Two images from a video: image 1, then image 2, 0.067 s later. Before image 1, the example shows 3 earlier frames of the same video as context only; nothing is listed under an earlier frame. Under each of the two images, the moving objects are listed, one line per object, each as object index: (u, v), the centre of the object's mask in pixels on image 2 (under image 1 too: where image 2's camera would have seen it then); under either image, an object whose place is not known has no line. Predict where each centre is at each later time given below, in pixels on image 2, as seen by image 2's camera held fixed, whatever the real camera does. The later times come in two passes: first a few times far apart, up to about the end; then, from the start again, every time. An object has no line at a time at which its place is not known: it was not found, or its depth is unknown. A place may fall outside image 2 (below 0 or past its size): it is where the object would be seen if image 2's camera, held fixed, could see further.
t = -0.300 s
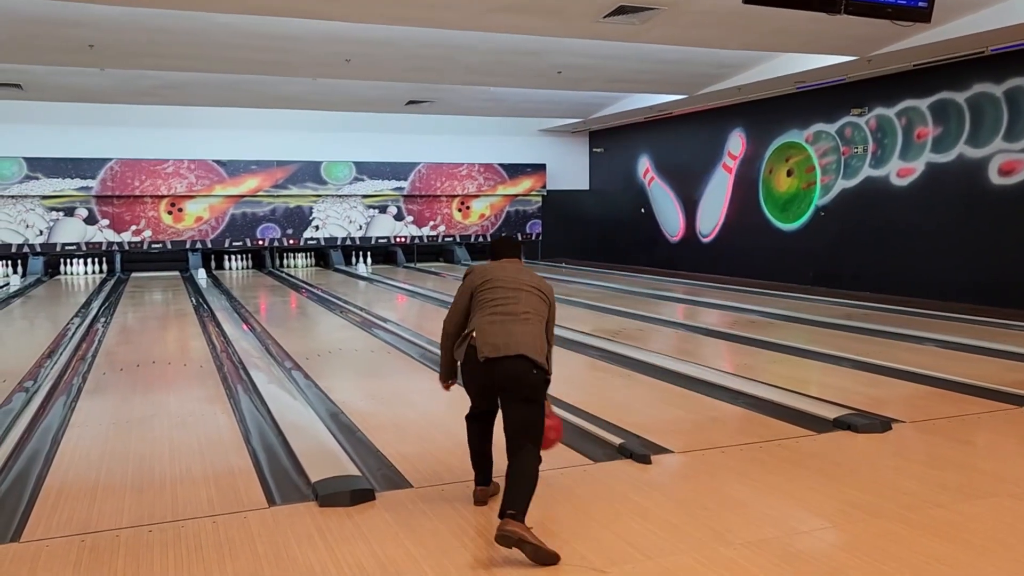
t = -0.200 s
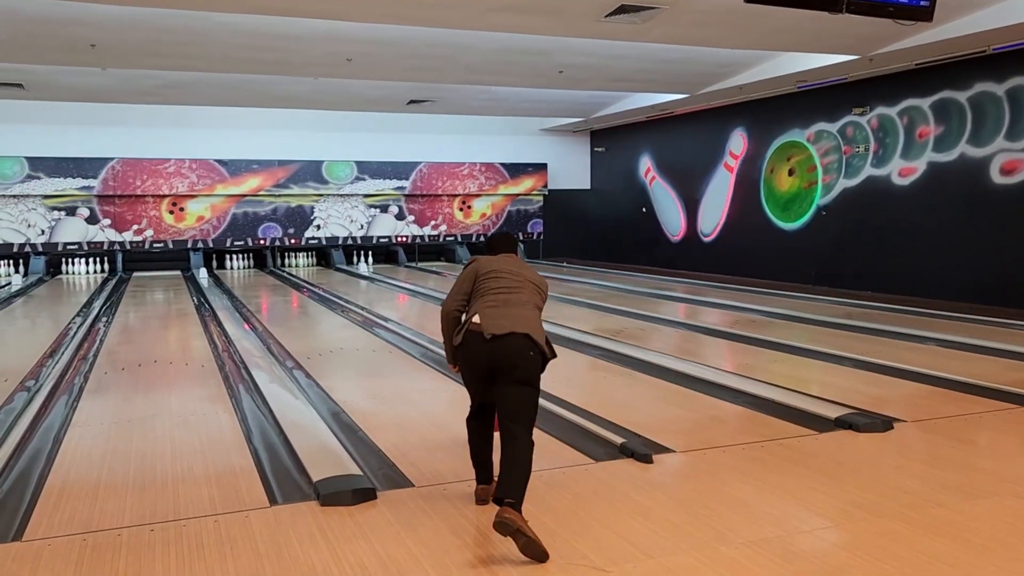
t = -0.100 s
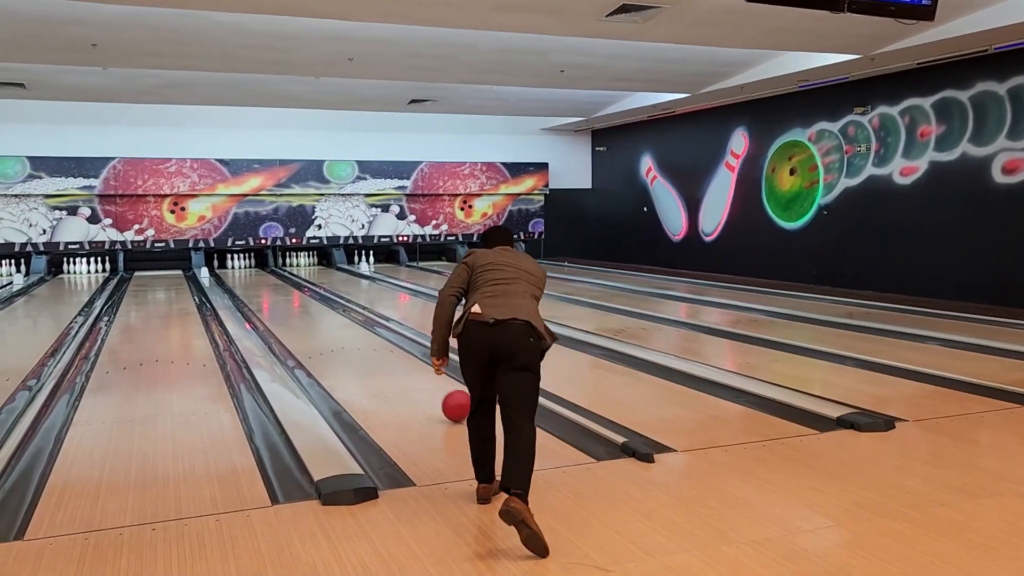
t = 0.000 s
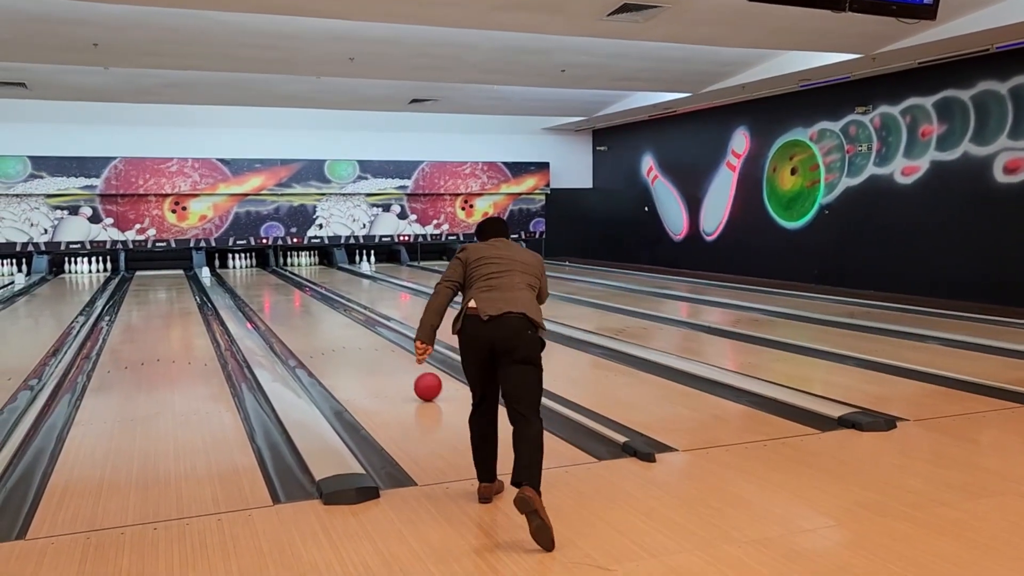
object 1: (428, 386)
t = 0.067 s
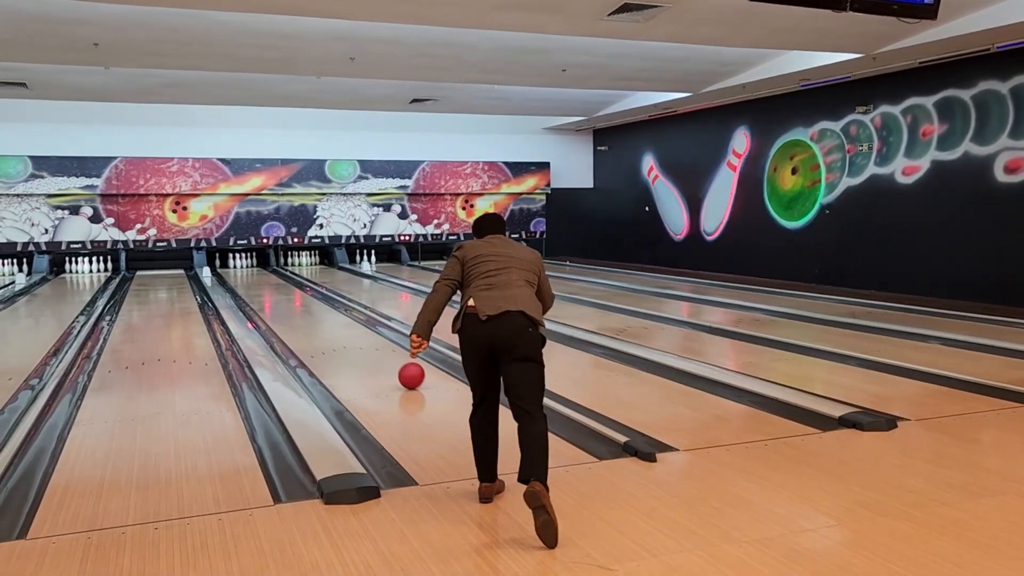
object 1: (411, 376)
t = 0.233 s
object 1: (377, 354)
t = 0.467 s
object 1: (341, 332)
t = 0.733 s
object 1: (313, 314)
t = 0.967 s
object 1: (294, 302)
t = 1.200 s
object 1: (280, 294)
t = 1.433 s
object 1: (267, 287)
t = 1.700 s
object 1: (257, 280)
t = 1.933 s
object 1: (249, 275)
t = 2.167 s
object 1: (242, 271)
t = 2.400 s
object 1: (236, 268)
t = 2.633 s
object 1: (231, 265)
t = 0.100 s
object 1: (403, 371)
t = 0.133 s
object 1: (396, 366)
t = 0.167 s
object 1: (389, 362)
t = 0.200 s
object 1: (382, 358)
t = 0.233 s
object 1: (377, 354)
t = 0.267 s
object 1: (371, 350)
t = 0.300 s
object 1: (365, 346)
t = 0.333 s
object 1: (360, 343)
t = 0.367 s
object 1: (355, 340)
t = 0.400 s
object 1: (350, 337)
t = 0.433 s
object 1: (346, 334)
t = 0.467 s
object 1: (341, 332)
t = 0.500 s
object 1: (337, 329)
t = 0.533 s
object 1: (333, 326)
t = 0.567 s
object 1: (330, 324)
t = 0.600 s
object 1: (326, 322)
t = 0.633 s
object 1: (322, 320)
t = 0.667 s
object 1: (319, 318)
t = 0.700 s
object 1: (316, 316)
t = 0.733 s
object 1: (313, 314)
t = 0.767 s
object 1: (310, 312)
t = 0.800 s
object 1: (307, 310)
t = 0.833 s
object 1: (304, 309)
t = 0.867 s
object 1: (302, 307)
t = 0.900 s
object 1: (299, 305)
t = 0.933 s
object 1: (297, 304)
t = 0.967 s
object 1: (294, 302)
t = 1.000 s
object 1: (292, 301)
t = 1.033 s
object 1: (290, 300)
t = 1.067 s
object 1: (288, 298)
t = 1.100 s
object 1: (286, 297)
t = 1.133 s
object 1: (283, 296)
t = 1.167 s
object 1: (281, 295)
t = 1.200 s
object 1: (280, 294)
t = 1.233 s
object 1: (278, 293)
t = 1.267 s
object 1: (276, 292)
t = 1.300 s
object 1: (274, 290)
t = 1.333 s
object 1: (272, 289)
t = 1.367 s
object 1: (271, 289)
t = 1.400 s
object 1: (269, 288)
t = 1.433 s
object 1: (267, 287)
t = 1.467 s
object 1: (266, 286)
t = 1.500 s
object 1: (265, 285)
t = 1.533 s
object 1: (263, 284)
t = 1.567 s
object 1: (262, 283)
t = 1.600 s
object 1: (261, 282)
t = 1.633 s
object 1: (259, 282)
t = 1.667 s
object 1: (258, 281)
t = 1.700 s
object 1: (257, 280)
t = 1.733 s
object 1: (255, 279)
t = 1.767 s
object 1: (254, 279)
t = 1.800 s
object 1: (253, 278)
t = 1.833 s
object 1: (252, 277)
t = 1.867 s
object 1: (251, 277)
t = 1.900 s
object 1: (250, 276)
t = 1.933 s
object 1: (249, 275)
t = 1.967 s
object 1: (248, 275)
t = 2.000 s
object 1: (246, 274)
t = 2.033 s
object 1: (246, 273)
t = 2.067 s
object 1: (245, 273)
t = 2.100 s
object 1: (244, 272)
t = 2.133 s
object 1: (243, 272)
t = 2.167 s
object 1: (242, 271)
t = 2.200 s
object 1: (241, 271)
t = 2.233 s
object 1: (240, 270)
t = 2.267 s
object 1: (239, 270)
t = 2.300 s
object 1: (239, 269)
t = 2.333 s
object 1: (238, 269)
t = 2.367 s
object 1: (237, 268)
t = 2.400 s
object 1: (236, 268)
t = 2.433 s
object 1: (235, 267)
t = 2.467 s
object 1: (235, 267)
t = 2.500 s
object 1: (234, 267)
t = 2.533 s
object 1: (233, 266)
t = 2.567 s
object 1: (232, 266)
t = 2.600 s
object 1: (232, 266)
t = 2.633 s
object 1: (231, 265)
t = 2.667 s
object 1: (231, 265)
